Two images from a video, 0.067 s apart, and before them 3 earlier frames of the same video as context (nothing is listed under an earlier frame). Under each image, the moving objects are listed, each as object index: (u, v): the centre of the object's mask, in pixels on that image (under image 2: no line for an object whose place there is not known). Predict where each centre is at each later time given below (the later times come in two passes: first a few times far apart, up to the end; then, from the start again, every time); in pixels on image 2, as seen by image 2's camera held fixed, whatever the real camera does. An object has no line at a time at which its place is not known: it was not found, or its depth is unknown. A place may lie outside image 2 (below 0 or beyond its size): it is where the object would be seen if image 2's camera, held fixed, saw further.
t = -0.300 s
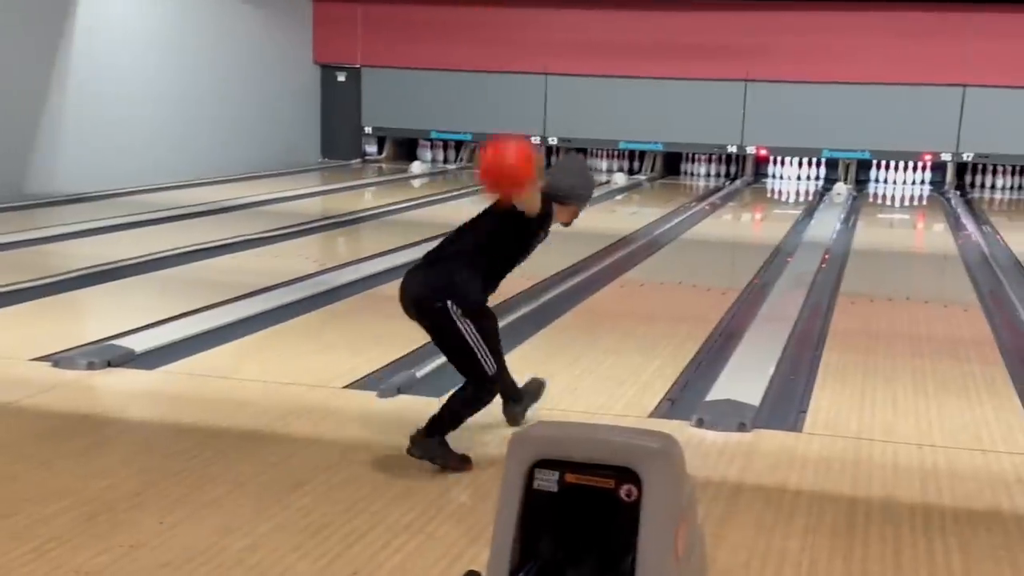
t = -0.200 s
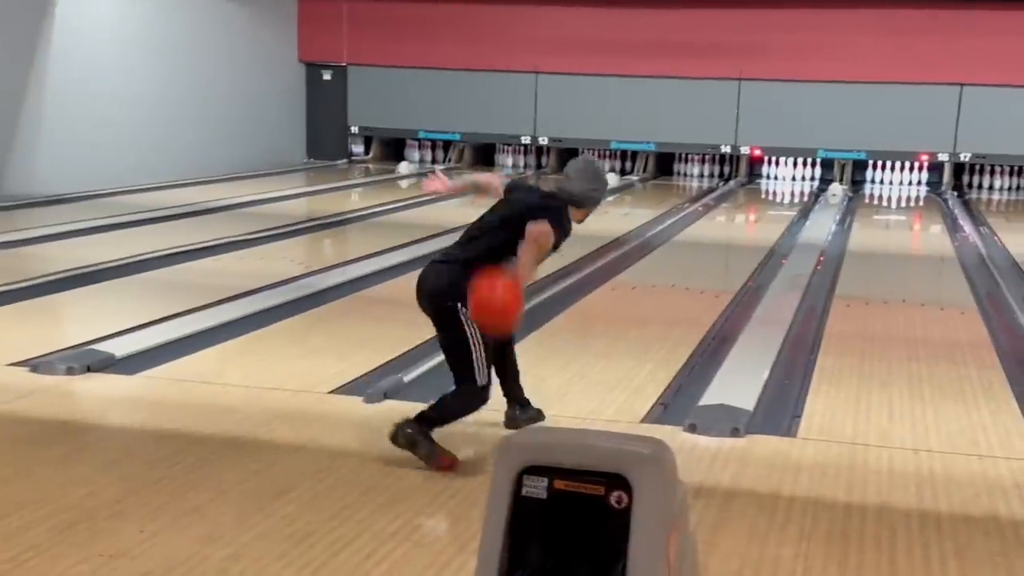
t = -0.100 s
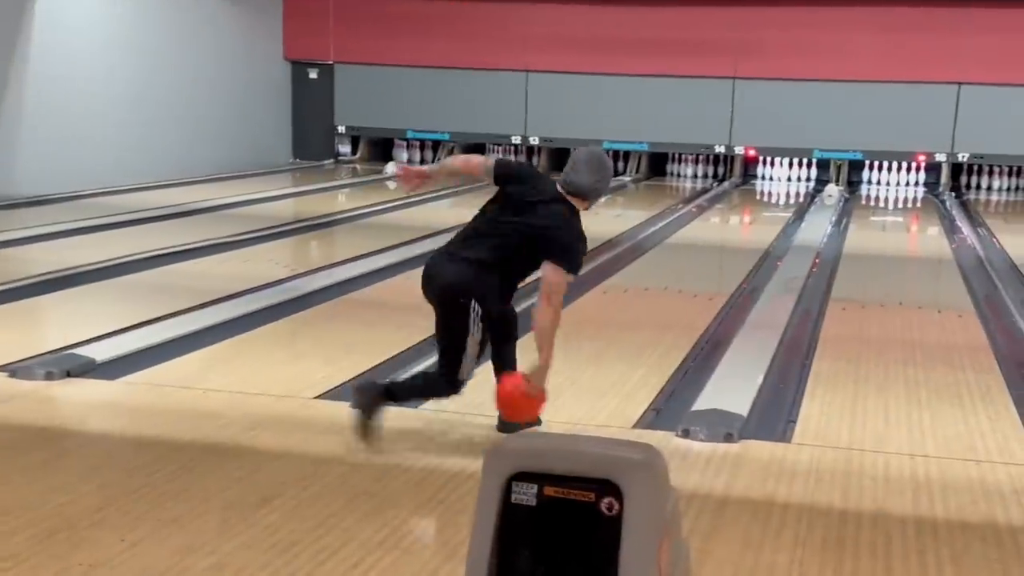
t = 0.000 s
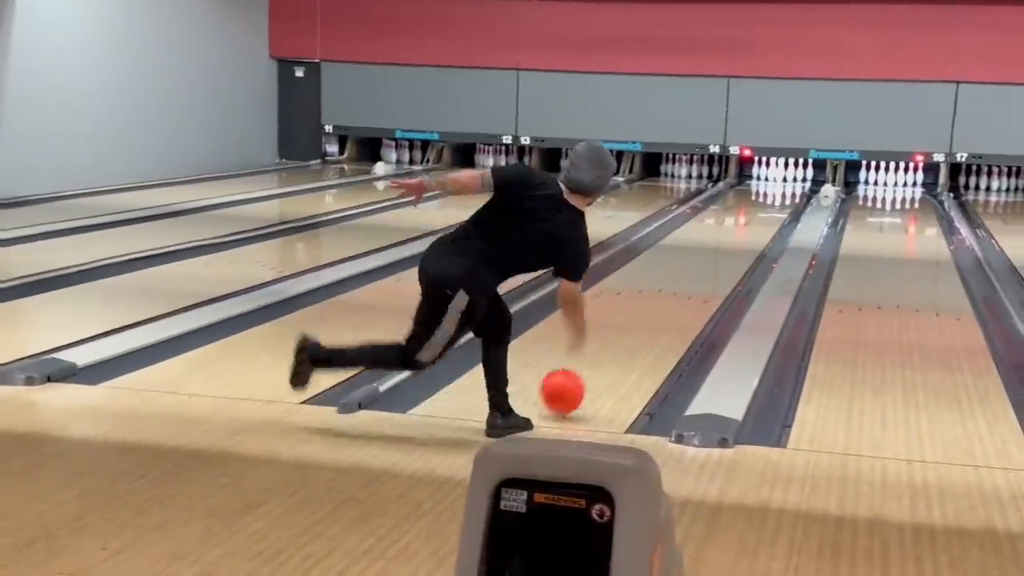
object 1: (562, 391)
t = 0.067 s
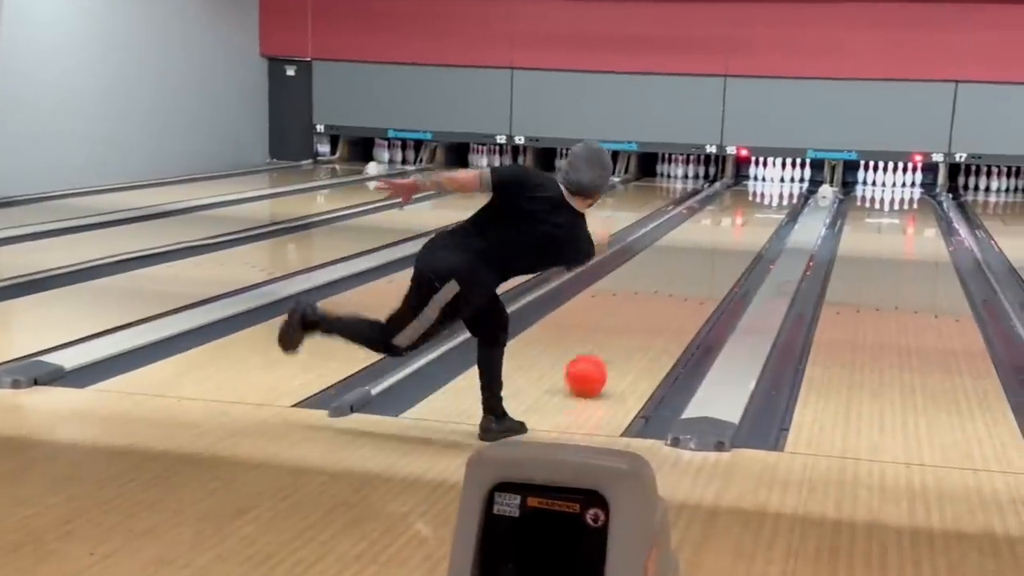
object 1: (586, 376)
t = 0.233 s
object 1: (640, 330)
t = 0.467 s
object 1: (690, 287)
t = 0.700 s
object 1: (725, 257)
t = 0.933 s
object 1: (747, 235)
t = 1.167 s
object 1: (762, 218)
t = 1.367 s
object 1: (769, 206)
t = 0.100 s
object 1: (598, 365)
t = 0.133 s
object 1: (610, 355)
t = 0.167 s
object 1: (620, 346)
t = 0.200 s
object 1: (630, 338)
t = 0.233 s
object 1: (640, 330)
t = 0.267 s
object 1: (648, 323)
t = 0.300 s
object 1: (656, 316)
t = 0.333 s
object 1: (664, 310)
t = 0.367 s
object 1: (668, 307)
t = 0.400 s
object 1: (680, 295)
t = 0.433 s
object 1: (684, 293)
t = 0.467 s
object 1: (690, 287)
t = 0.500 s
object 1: (696, 283)
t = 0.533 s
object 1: (701, 278)
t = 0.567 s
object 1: (707, 273)
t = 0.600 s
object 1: (712, 269)
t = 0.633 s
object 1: (716, 266)
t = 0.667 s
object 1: (721, 262)
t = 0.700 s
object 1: (725, 257)
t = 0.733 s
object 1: (729, 254)
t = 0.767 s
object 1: (733, 250)
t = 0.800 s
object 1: (736, 247)
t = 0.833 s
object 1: (739, 243)
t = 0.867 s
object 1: (742, 240)
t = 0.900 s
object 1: (744, 237)
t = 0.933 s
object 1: (747, 235)
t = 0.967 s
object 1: (749, 232)
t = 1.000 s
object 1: (751, 230)
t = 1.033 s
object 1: (753, 227)
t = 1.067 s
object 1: (757, 224)
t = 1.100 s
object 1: (758, 222)
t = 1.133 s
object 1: (760, 220)
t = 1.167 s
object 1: (762, 218)
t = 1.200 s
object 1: (763, 216)
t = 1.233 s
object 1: (766, 213)
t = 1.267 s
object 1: (766, 211)
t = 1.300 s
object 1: (768, 209)
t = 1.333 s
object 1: (768, 208)
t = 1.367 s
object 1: (769, 206)
